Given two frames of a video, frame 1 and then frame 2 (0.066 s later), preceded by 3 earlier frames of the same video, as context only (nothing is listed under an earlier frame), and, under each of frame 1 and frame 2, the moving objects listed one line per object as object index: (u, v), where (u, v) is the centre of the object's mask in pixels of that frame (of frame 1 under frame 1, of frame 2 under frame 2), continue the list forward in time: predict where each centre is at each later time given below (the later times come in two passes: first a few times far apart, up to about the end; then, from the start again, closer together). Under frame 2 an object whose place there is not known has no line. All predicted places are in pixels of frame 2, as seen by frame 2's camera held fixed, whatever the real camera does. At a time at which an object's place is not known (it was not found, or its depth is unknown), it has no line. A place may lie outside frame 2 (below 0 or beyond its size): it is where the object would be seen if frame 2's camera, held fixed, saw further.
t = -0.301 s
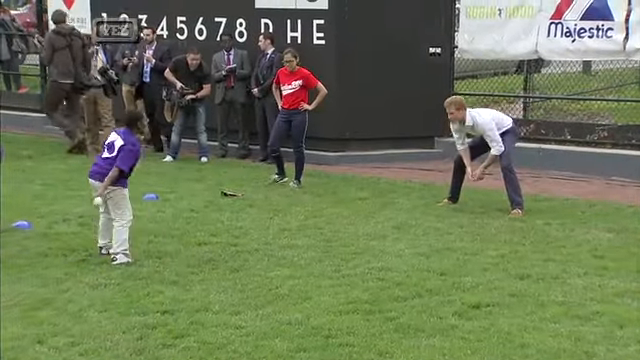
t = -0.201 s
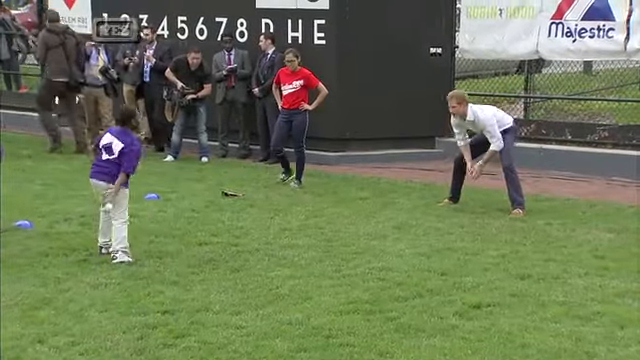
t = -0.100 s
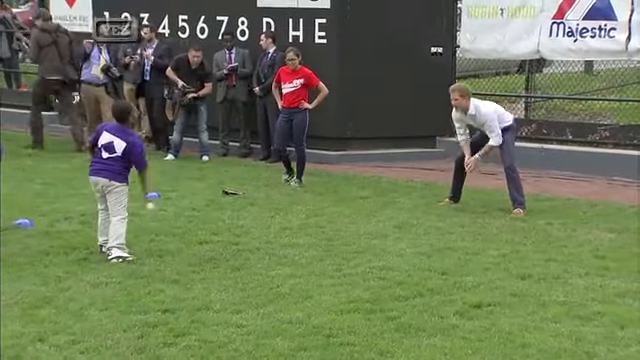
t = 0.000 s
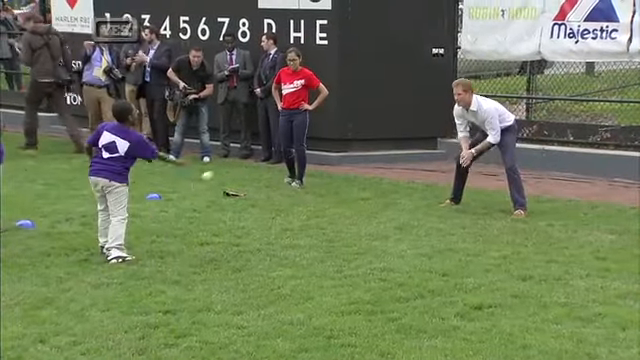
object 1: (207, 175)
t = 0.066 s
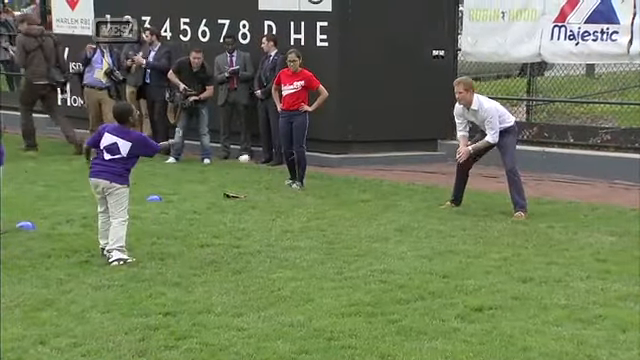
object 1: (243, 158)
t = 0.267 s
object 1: (343, 136)
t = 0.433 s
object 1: (418, 148)
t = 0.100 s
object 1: (261, 152)
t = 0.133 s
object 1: (279, 146)
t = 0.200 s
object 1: (312, 138)
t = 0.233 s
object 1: (328, 136)
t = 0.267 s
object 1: (343, 136)
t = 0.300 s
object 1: (359, 136)
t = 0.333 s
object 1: (375, 138)
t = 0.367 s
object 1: (389, 141)
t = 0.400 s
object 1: (404, 144)
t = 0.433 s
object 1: (418, 148)
